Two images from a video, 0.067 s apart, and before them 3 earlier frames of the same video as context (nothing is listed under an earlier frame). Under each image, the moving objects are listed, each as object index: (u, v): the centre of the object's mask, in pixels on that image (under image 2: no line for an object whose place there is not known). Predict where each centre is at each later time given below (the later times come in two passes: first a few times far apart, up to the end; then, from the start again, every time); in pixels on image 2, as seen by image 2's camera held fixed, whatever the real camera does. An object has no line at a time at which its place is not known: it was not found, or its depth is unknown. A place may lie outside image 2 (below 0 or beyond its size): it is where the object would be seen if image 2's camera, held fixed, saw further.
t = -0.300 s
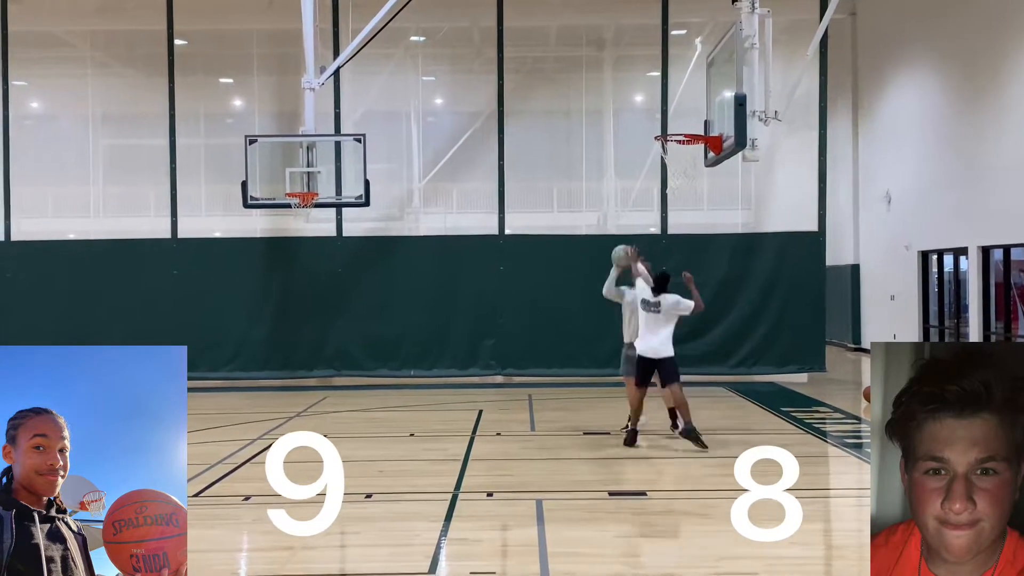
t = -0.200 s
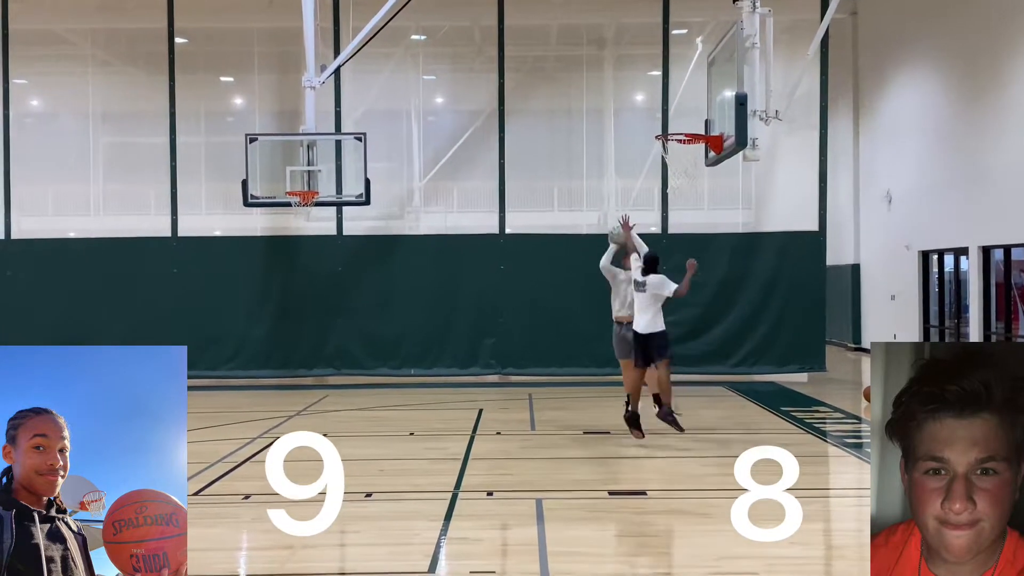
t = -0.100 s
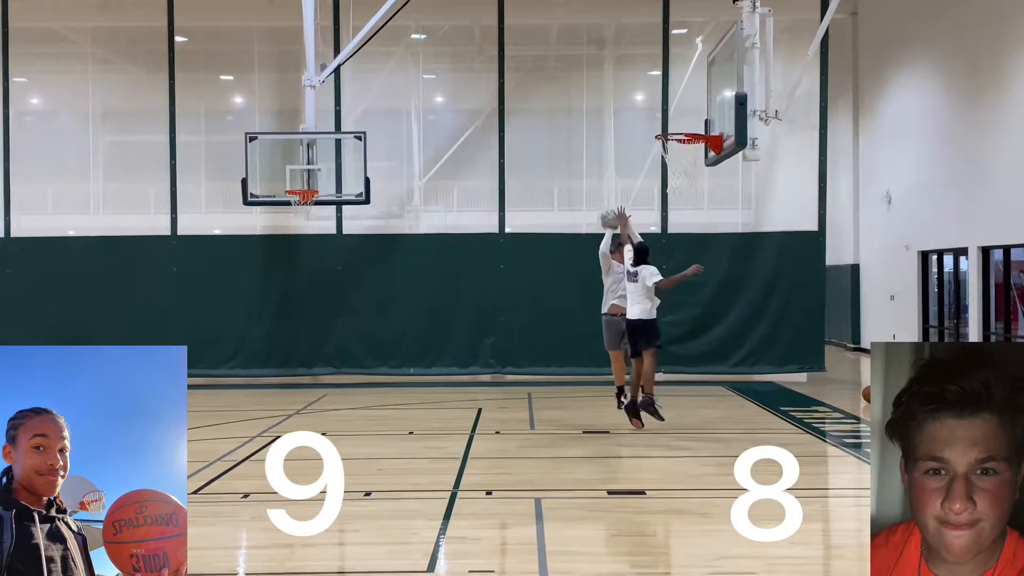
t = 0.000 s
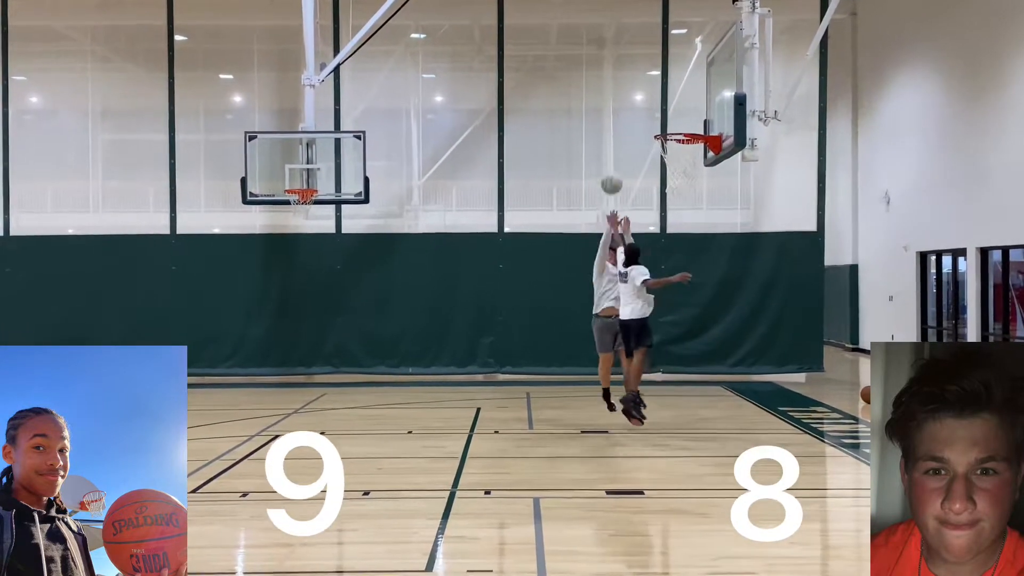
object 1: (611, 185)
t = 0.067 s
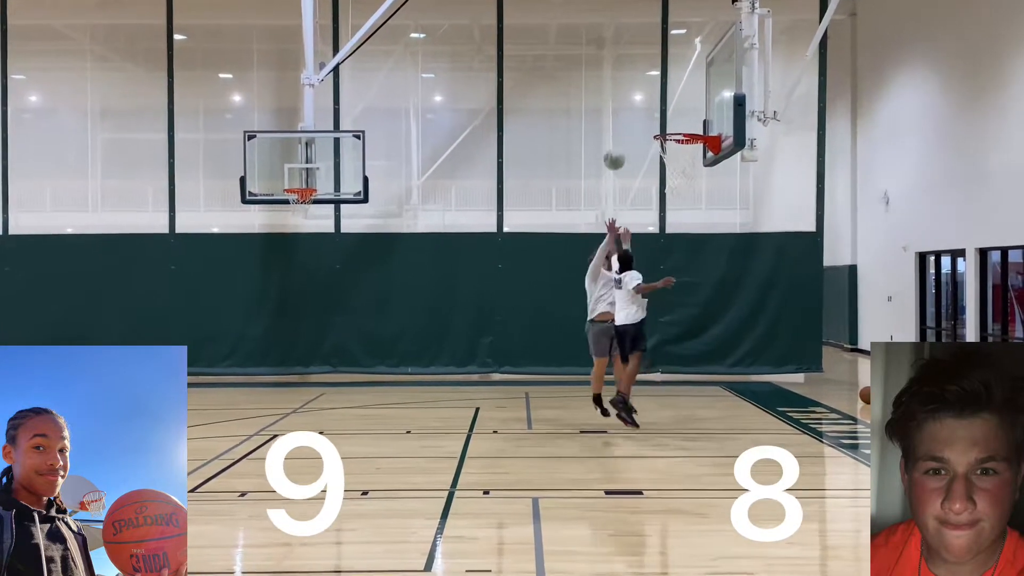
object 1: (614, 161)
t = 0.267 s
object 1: (625, 105)
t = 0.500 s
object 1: (639, 87)
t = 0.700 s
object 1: (652, 111)
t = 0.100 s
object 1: (616, 148)
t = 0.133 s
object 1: (618, 138)
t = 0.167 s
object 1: (620, 129)
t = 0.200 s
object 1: (621, 119)
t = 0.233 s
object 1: (623, 114)
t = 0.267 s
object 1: (625, 105)
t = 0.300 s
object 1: (627, 100)
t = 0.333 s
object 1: (629, 95)
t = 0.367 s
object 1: (631, 92)
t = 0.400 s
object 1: (632, 89)
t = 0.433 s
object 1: (635, 87)
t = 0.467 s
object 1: (637, 86)
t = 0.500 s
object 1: (639, 87)
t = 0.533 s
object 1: (641, 88)
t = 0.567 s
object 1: (643, 90)
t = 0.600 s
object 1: (645, 94)
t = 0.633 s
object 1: (647, 99)
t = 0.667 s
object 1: (650, 105)
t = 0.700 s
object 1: (652, 111)
